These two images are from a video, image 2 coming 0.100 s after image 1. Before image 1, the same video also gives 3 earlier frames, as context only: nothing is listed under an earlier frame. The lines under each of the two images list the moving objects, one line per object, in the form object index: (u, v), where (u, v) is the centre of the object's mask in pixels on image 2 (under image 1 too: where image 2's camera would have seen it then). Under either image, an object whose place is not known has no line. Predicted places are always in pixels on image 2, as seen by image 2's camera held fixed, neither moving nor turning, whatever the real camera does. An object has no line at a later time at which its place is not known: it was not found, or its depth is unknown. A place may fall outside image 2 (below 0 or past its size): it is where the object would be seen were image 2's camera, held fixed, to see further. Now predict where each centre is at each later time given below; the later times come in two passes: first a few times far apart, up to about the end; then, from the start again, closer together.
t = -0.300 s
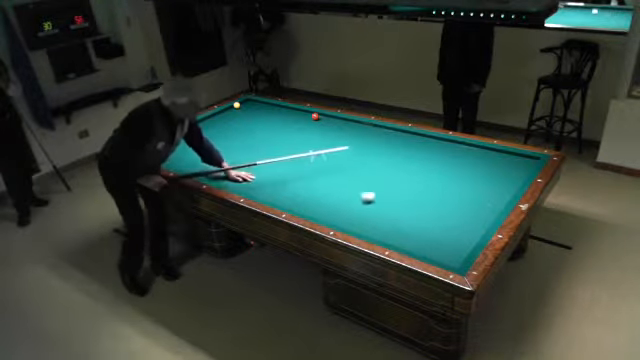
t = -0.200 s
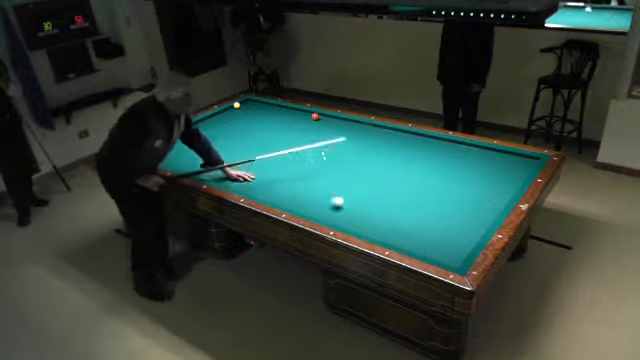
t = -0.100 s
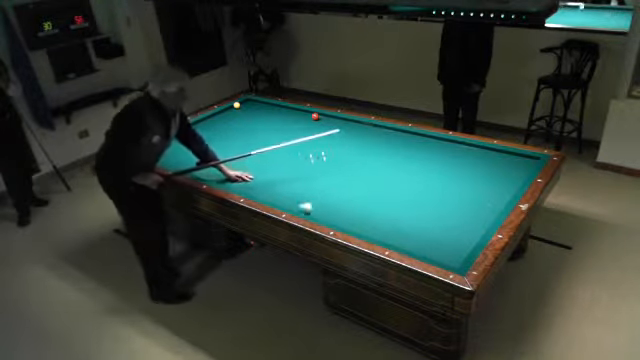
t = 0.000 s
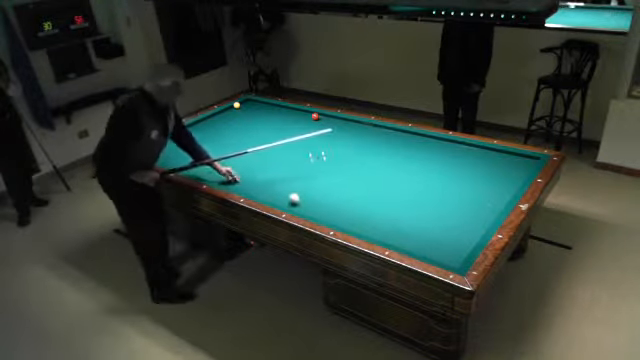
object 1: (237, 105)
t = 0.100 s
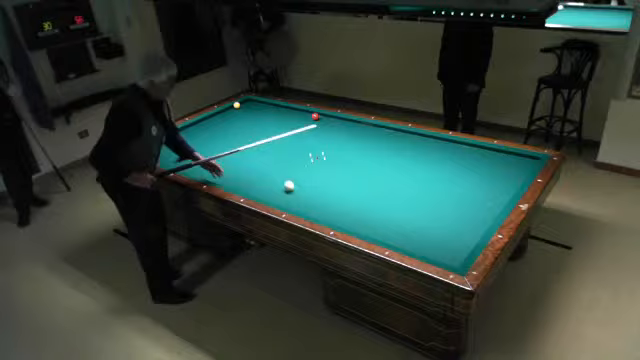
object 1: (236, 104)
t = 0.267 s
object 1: (237, 105)
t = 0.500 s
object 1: (236, 104)
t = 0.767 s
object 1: (236, 104)
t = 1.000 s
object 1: (236, 104)
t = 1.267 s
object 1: (239, 103)
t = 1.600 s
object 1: (252, 102)
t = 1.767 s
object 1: (252, 103)
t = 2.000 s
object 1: (251, 105)
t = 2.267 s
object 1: (251, 107)
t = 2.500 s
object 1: (250, 108)
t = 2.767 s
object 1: (249, 109)
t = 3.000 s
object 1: (249, 109)
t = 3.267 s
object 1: (249, 110)
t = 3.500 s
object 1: (248, 111)
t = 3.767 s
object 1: (248, 111)
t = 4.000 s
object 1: (248, 112)
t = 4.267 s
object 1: (247, 112)
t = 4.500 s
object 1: (247, 113)
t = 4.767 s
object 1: (247, 113)
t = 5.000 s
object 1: (247, 113)
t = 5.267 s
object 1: (247, 113)
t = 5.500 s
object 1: (247, 113)
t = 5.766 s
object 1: (247, 113)
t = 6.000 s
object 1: (247, 113)
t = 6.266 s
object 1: (247, 113)
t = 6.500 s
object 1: (247, 113)
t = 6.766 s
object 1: (247, 113)
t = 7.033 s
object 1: (247, 113)
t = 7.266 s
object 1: (247, 113)
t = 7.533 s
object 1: (247, 113)
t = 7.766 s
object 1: (247, 113)
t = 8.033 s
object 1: (247, 113)
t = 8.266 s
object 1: (247, 113)
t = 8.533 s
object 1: (247, 113)
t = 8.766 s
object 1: (247, 113)
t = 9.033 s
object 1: (247, 113)
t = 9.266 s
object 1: (247, 113)
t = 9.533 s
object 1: (247, 113)
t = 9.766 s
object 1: (247, 113)
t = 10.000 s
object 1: (247, 113)
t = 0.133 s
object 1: (237, 105)
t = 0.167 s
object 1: (237, 104)
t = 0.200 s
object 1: (237, 104)
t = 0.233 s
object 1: (237, 104)
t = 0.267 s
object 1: (237, 105)
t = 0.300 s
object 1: (236, 104)
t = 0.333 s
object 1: (236, 104)
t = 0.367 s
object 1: (236, 104)
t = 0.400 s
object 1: (236, 104)
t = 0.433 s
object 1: (236, 104)
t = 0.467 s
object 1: (237, 105)
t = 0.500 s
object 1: (236, 104)
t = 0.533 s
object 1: (236, 104)
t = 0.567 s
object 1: (236, 104)
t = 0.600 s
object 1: (237, 104)
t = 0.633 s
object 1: (236, 104)
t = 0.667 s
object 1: (236, 104)
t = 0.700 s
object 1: (236, 104)
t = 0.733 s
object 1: (236, 104)
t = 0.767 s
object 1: (236, 104)
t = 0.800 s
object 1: (236, 104)
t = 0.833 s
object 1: (236, 104)
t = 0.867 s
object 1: (236, 104)
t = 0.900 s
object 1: (236, 104)
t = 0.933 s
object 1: (236, 104)
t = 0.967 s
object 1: (236, 104)
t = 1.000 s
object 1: (236, 104)
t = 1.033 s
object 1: (236, 104)
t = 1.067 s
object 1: (236, 104)
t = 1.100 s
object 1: (236, 104)
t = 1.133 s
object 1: (236, 104)
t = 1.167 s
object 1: (236, 104)
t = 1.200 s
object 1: (236, 103)
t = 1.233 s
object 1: (237, 104)
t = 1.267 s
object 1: (239, 103)
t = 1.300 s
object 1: (242, 102)
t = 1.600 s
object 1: (252, 102)
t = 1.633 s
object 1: (252, 102)
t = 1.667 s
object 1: (252, 103)
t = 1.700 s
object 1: (252, 103)
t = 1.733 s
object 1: (253, 103)
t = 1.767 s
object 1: (252, 103)
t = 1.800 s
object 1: (252, 103)
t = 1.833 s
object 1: (252, 103)
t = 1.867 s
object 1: (252, 103)
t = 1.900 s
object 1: (253, 102)
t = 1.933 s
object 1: (251, 103)
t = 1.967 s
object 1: (251, 105)
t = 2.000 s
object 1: (251, 105)
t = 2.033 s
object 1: (251, 106)
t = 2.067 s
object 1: (251, 106)
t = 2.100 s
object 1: (251, 106)
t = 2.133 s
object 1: (251, 106)
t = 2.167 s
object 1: (251, 106)
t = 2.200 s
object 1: (251, 106)
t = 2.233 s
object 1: (251, 107)
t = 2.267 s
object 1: (251, 107)
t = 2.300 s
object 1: (251, 107)
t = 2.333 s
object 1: (251, 107)
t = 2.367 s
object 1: (250, 107)
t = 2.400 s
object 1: (250, 107)
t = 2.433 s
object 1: (250, 107)
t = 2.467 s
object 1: (250, 107)
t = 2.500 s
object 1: (250, 108)
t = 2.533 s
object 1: (250, 108)
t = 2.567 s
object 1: (250, 108)
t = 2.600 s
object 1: (250, 108)
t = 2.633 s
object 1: (250, 108)
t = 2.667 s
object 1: (250, 108)
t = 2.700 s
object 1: (249, 108)
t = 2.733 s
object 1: (249, 108)
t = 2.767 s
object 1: (249, 109)
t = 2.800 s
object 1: (249, 109)
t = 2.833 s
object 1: (249, 109)
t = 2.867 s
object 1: (249, 109)
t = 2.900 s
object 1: (249, 109)
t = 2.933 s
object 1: (249, 109)
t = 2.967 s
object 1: (249, 109)
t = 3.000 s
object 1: (249, 109)
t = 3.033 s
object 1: (249, 110)
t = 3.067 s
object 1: (249, 110)
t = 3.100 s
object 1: (249, 110)
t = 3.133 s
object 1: (249, 110)
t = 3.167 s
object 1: (249, 110)
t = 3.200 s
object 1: (249, 110)
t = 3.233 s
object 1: (249, 110)
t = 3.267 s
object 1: (249, 110)
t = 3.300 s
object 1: (248, 110)
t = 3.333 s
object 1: (248, 110)
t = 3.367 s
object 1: (248, 110)
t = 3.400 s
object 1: (248, 111)
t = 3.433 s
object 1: (248, 111)
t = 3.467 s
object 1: (248, 111)
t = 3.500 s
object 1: (248, 111)
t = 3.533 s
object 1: (248, 111)
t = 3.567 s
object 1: (248, 111)
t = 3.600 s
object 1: (248, 111)
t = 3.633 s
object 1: (248, 111)
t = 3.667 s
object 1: (248, 111)
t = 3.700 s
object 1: (248, 111)
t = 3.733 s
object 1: (248, 111)
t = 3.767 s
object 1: (248, 111)
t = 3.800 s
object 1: (248, 112)
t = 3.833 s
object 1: (248, 112)
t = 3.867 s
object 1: (248, 112)
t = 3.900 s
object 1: (248, 112)
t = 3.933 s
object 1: (248, 112)
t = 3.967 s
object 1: (248, 112)
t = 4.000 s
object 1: (248, 112)
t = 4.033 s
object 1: (248, 112)
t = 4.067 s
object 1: (248, 112)
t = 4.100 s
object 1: (247, 112)
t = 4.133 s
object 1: (247, 112)
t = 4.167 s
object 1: (247, 112)
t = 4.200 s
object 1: (247, 112)
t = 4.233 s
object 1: (247, 112)
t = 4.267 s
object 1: (247, 112)
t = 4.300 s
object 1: (247, 112)
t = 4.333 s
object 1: (247, 112)
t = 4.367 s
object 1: (247, 113)
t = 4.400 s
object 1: (247, 113)
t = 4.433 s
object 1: (247, 113)
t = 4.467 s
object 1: (247, 113)
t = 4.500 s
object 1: (247, 113)
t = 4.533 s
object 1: (247, 113)
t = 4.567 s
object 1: (247, 113)
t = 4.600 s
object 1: (247, 113)
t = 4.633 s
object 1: (247, 113)
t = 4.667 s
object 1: (247, 113)
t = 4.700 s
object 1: (247, 113)
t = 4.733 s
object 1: (247, 113)
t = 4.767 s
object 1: (247, 113)
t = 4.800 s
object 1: (247, 113)
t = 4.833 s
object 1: (247, 113)
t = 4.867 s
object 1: (247, 113)
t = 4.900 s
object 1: (247, 113)
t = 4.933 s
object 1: (247, 113)
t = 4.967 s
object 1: (247, 113)
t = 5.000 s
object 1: (247, 113)
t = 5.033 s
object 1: (247, 113)
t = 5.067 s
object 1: (247, 113)
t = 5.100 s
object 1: (247, 113)
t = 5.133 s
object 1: (247, 113)
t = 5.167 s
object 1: (247, 113)
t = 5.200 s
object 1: (247, 113)
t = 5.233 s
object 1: (247, 113)
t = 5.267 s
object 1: (247, 113)
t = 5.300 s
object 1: (247, 113)
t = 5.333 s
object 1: (247, 113)
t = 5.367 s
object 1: (247, 113)
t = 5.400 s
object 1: (247, 113)
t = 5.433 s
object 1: (247, 113)
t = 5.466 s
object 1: (247, 113)
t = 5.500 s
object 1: (247, 113)
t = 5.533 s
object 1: (247, 113)
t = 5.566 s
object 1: (247, 113)
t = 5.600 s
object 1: (247, 113)
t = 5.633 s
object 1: (247, 113)
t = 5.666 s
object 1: (247, 113)
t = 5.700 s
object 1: (247, 113)
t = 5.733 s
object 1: (247, 113)
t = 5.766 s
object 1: (247, 113)
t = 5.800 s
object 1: (247, 113)
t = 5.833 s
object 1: (247, 113)
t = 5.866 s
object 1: (247, 113)
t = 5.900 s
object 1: (247, 113)
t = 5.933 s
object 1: (247, 113)
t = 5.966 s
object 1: (247, 113)
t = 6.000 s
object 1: (247, 113)
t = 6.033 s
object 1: (247, 113)
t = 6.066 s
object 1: (247, 113)
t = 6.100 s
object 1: (247, 113)
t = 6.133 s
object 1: (247, 113)
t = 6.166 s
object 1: (247, 113)
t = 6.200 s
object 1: (247, 113)
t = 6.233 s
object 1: (247, 113)
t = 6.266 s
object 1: (247, 113)
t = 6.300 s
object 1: (247, 113)
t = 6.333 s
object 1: (247, 113)
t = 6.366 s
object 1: (247, 113)
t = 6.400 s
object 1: (247, 113)
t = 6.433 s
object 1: (247, 113)
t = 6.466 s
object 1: (247, 113)
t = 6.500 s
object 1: (247, 113)
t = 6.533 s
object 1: (247, 113)
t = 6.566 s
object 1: (247, 113)
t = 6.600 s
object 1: (247, 113)
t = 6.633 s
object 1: (247, 113)
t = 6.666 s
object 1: (247, 113)
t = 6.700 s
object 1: (247, 113)
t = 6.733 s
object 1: (247, 113)
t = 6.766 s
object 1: (247, 113)
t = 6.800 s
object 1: (247, 113)
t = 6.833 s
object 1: (247, 113)
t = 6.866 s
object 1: (247, 113)
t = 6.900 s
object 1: (247, 113)
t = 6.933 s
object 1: (247, 113)
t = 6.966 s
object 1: (247, 113)
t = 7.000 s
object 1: (247, 113)
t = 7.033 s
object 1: (247, 113)
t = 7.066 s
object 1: (247, 113)
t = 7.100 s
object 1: (247, 113)
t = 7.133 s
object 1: (247, 113)
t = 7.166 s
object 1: (247, 113)
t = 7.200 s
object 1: (247, 113)
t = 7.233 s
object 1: (247, 113)
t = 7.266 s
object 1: (247, 113)
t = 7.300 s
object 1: (247, 113)
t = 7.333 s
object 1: (247, 113)
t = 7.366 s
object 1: (247, 113)
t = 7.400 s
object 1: (247, 113)
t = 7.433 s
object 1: (247, 113)
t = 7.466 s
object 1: (247, 113)
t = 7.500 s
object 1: (247, 113)
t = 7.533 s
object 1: (247, 113)
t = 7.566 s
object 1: (247, 113)
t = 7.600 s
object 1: (247, 113)
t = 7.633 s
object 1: (247, 113)
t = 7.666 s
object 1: (247, 113)
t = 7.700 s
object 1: (247, 113)
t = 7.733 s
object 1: (247, 113)
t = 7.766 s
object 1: (247, 113)
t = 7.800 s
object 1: (247, 113)
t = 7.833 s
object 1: (247, 113)
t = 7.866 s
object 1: (247, 113)
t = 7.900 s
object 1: (247, 113)
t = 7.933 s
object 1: (247, 113)
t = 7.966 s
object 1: (247, 113)
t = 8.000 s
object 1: (247, 113)
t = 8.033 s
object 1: (247, 113)
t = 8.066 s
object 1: (247, 113)
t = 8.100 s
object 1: (247, 113)
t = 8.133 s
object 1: (247, 113)
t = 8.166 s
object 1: (247, 113)
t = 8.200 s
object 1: (247, 113)
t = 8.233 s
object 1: (247, 113)
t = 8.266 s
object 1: (247, 113)
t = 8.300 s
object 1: (247, 113)
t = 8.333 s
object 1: (247, 113)
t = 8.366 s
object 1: (247, 113)
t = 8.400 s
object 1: (247, 113)
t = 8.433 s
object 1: (247, 113)
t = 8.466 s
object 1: (247, 113)
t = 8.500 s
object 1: (247, 113)
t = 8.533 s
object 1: (247, 113)
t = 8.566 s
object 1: (247, 113)
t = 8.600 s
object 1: (247, 113)
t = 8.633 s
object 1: (247, 113)
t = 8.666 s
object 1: (247, 113)
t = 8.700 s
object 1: (247, 113)
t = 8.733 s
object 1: (247, 113)
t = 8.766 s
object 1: (247, 113)
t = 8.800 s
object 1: (247, 113)
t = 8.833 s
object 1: (247, 113)
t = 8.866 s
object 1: (247, 113)
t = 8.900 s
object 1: (247, 113)
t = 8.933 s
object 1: (247, 113)
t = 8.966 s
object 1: (247, 113)
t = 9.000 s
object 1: (247, 113)
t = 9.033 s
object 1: (247, 113)
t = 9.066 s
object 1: (247, 113)
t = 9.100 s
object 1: (247, 113)
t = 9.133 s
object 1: (247, 113)
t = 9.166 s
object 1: (247, 113)
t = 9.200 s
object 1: (247, 113)
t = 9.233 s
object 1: (247, 113)
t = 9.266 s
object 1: (247, 113)
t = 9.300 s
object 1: (247, 113)
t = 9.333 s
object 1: (247, 113)
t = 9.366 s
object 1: (247, 113)
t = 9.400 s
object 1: (247, 113)
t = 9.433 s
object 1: (247, 113)
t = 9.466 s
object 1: (247, 113)
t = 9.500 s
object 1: (247, 113)
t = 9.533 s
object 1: (247, 113)
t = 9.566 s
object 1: (247, 113)
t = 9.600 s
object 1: (247, 113)
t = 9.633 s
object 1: (247, 113)
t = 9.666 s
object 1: (247, 113)
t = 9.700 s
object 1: (247, 113)
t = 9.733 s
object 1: (247, 113)
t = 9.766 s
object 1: (247, 113)
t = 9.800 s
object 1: (247, 113)
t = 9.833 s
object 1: (247, 113)
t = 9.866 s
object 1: (247, 113)
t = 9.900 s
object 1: (247, 113)
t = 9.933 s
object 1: (247, 113)
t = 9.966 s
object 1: (247, 113)
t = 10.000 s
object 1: (247, 113)
